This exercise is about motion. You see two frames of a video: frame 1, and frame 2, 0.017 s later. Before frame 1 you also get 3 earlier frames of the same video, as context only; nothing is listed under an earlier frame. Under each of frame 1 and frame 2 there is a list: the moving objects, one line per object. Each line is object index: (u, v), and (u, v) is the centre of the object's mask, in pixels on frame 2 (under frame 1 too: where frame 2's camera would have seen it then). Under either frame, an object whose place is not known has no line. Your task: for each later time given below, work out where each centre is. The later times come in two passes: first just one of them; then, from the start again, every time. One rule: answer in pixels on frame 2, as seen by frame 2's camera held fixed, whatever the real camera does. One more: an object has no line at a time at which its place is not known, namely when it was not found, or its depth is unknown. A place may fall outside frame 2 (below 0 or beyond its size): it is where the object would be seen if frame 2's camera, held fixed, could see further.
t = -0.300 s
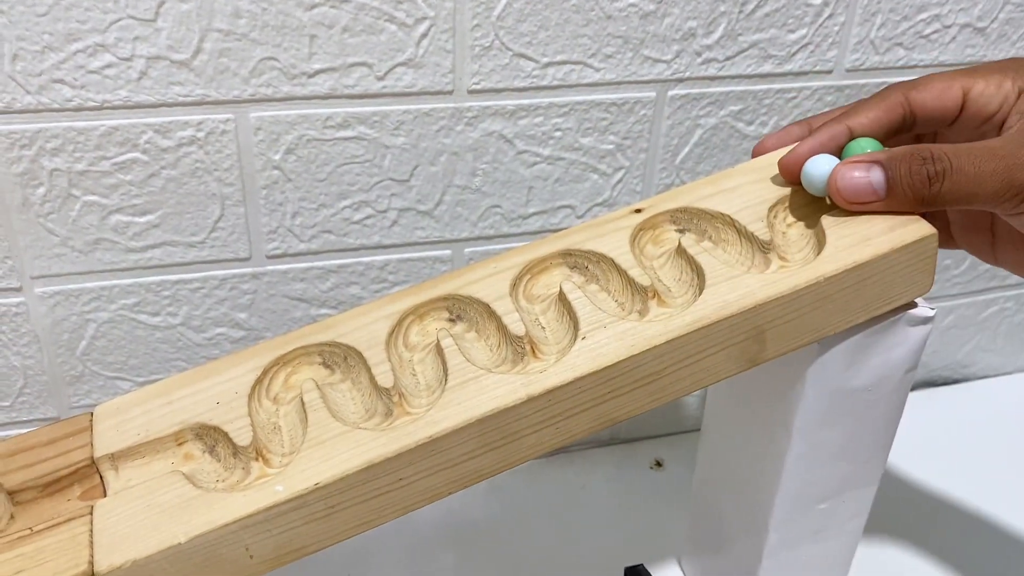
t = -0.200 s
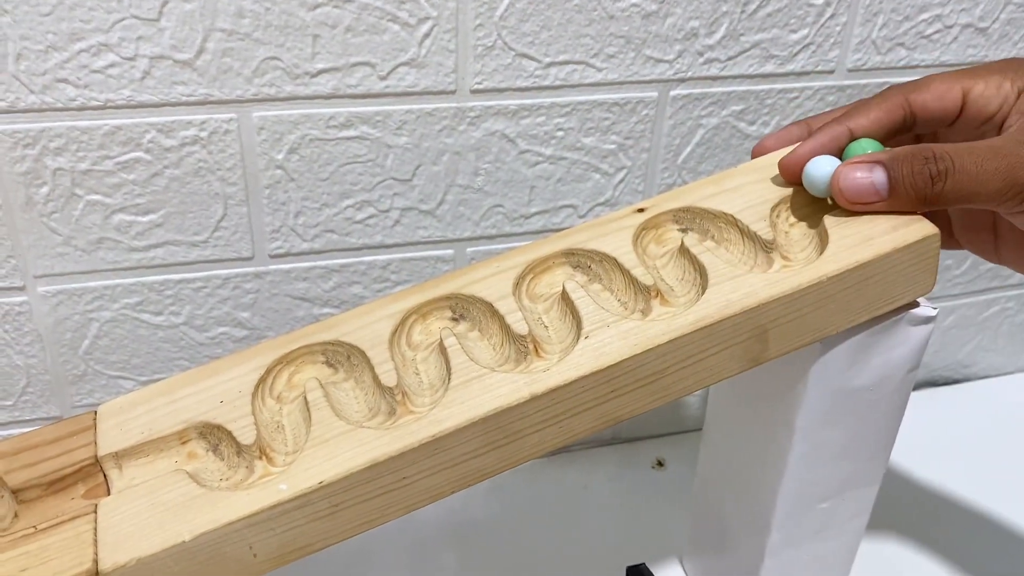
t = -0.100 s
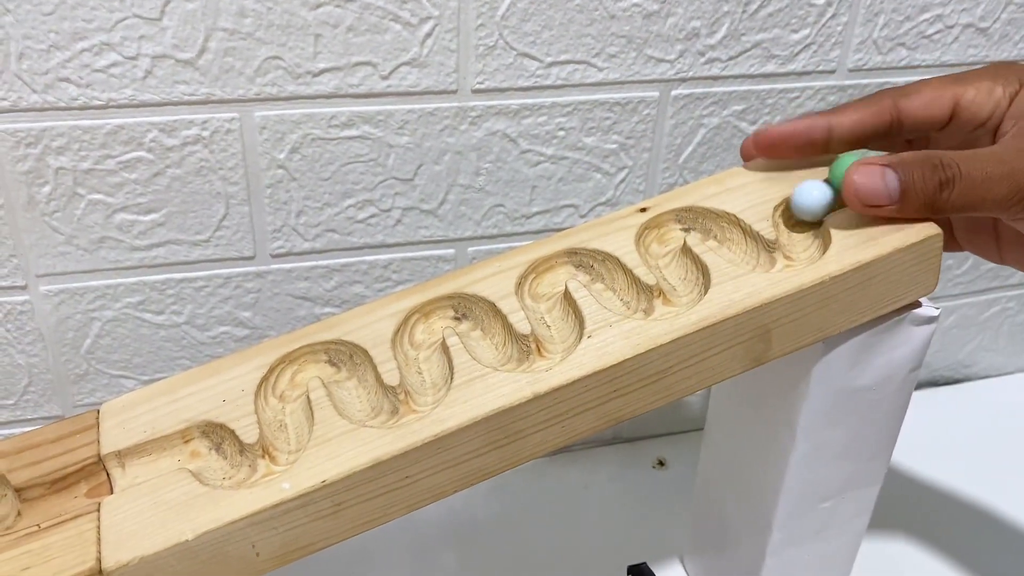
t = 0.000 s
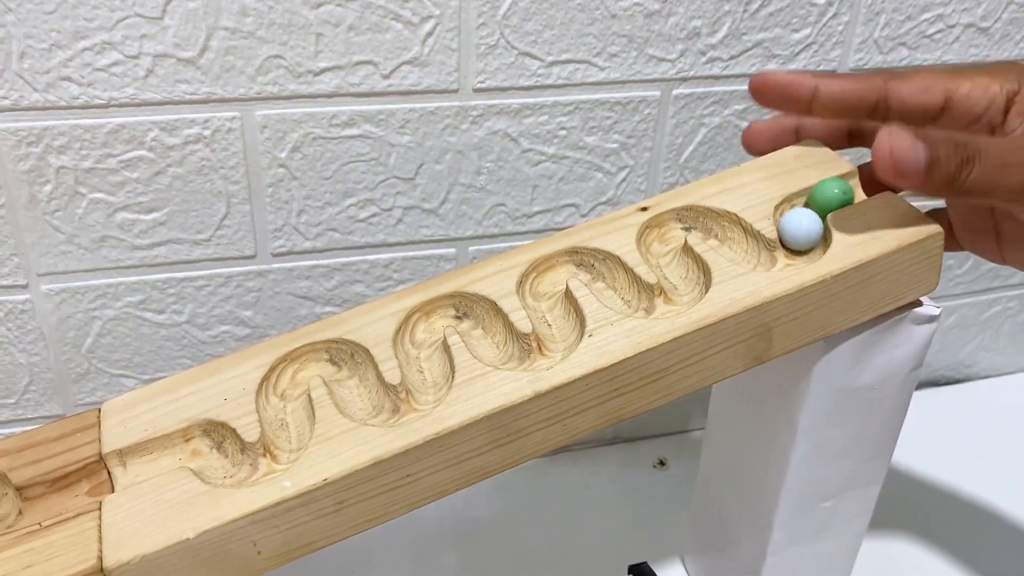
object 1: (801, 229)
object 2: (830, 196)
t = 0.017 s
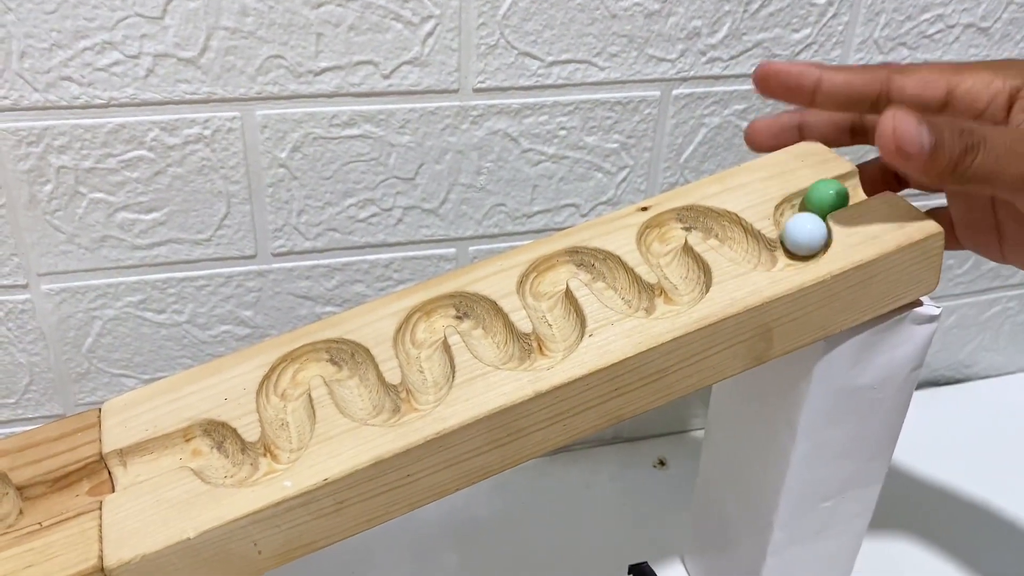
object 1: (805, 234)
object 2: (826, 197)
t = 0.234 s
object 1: (717, 228)
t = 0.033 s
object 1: (806, 239)
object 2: (821, 200)
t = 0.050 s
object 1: (805, 244)
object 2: (815, 203)
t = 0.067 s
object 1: (800, 248)
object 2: (810, 207)
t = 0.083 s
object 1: (793, 252)
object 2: (800, 212)
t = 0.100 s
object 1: (784, 253)
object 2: (797, 215)
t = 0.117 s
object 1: (774, 254)
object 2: (799, 220)
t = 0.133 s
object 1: (762, 253)
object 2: (799, 224)
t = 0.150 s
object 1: (752, 251)
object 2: (801, 230)
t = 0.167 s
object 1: (743, 247)
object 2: (803, 236)
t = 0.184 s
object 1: (736, 242)
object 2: (805, 242)
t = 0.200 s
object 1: (731, 237)
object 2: (803, 245)
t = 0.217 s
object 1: (724, 233)
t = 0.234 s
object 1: (717, 228)
